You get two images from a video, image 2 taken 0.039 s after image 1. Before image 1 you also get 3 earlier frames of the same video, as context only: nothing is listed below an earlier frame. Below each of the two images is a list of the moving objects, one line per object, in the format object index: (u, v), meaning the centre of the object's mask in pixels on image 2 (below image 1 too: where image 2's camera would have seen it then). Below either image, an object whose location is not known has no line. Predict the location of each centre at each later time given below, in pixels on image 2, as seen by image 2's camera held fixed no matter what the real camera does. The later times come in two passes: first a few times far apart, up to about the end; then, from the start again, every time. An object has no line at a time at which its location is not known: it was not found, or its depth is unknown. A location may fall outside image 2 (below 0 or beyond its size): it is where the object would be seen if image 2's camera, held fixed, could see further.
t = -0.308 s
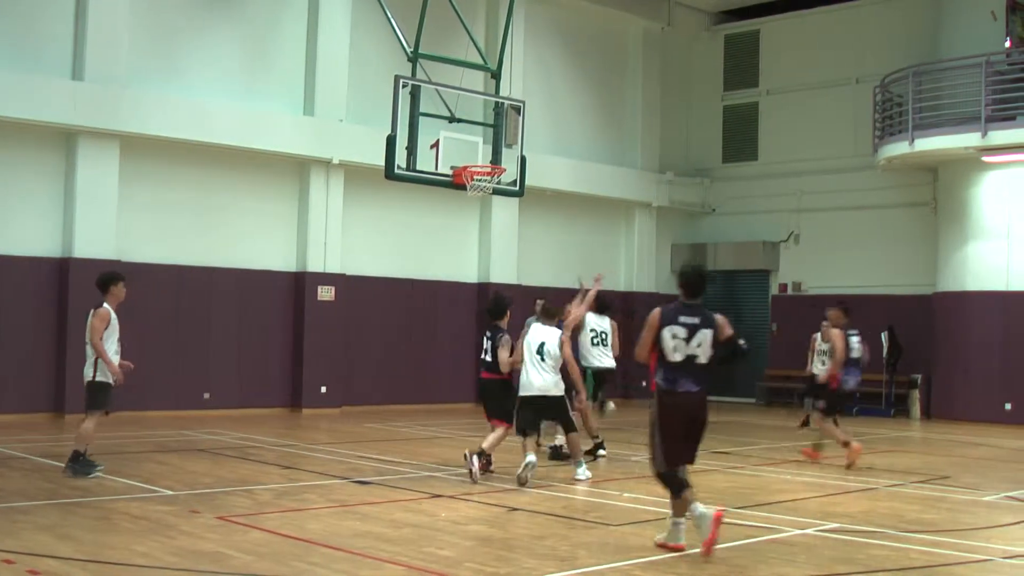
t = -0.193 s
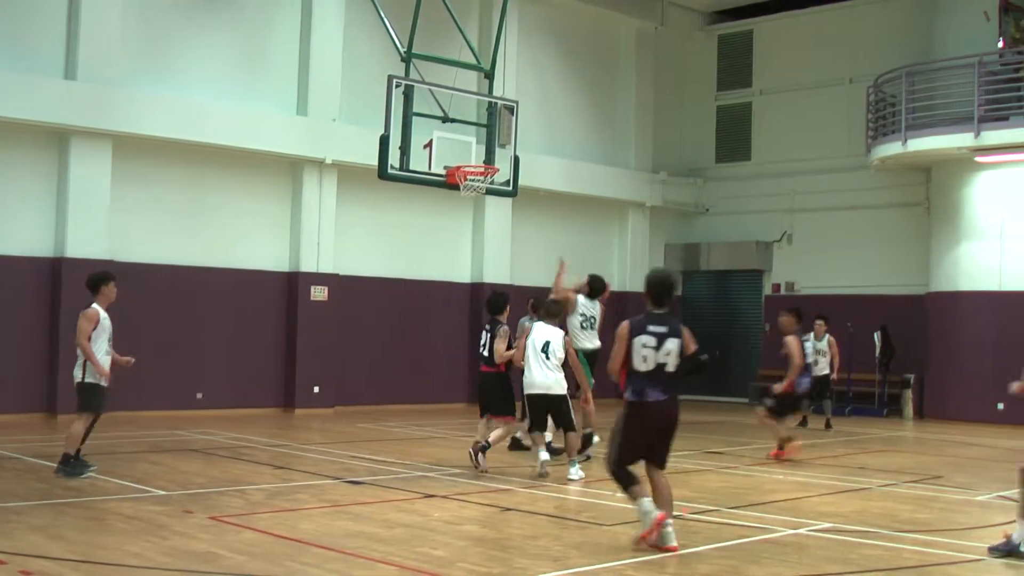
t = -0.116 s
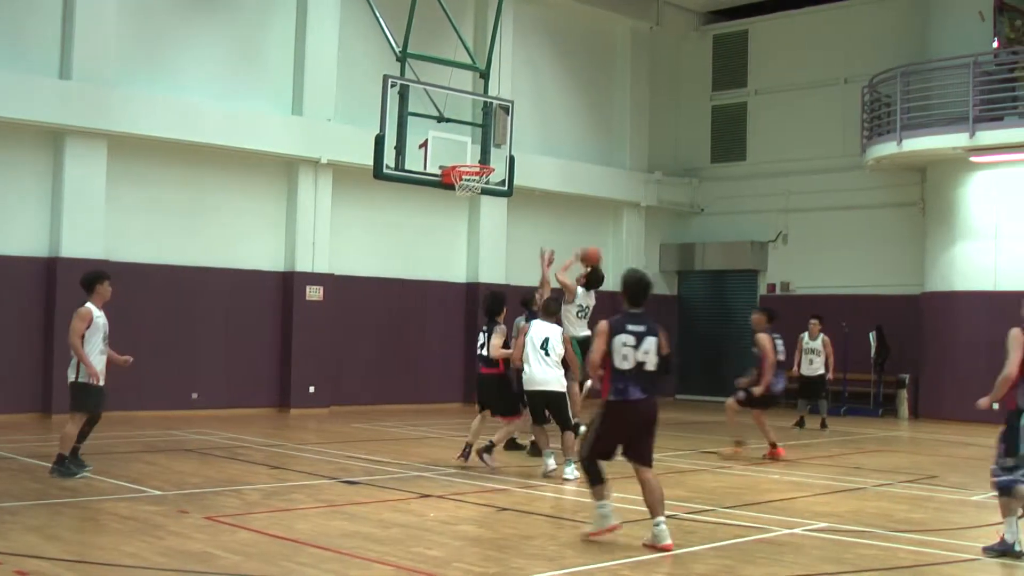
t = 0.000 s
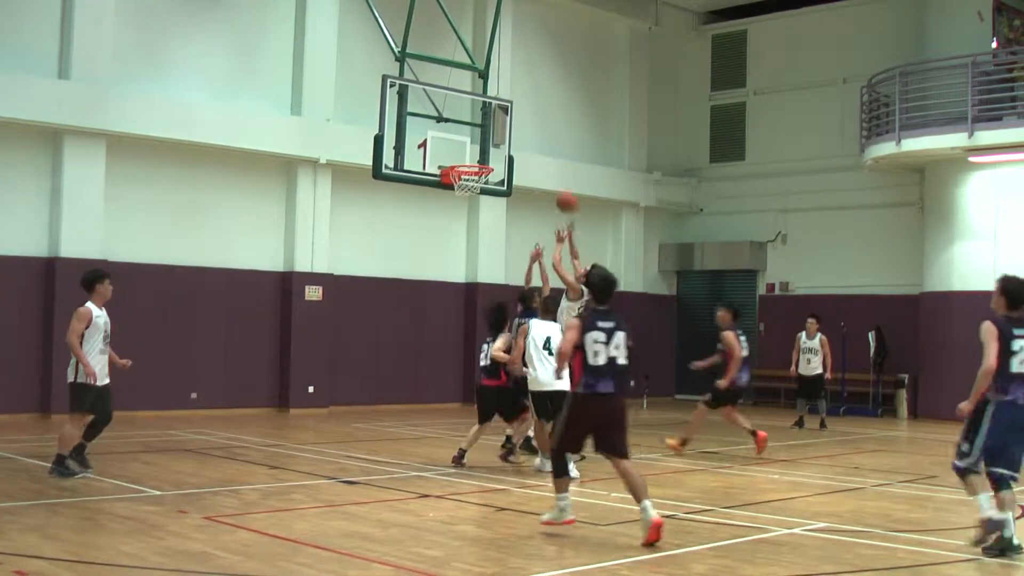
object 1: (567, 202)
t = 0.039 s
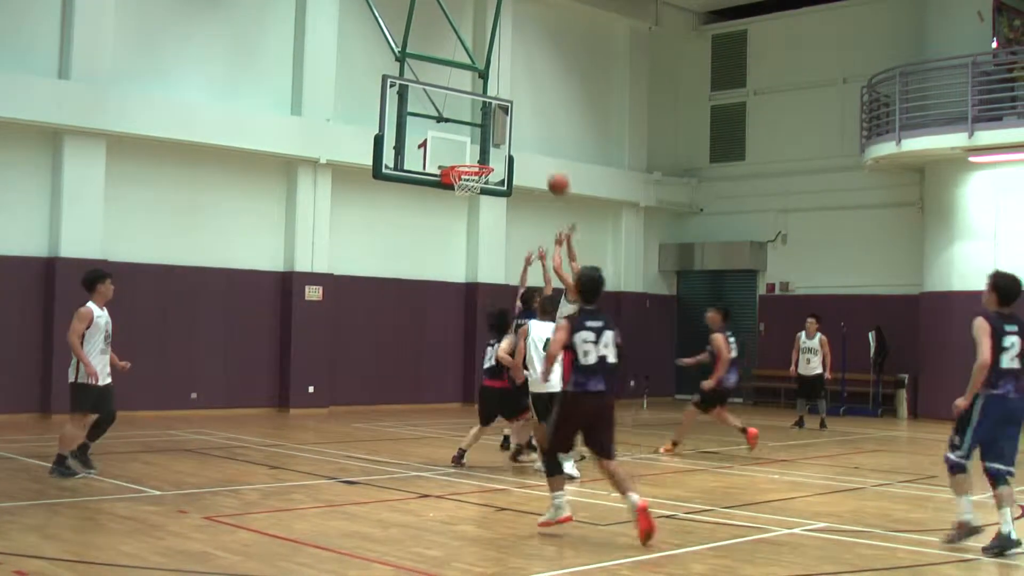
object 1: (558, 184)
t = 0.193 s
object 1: (524, 134)
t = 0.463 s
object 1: (479, 101)
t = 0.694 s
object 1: (478, 129)
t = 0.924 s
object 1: (479, 146)
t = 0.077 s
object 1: (549, 169)
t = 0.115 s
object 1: (541, 156)
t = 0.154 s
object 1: (532, 145)
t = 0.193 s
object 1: (524, 134)
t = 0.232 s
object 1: (516, 125)
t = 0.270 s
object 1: (507, 118)
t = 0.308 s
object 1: (499, 111)
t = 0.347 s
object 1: (490, 105)
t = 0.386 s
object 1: (480, 102)
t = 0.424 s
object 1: (479, 102)
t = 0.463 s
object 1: (479, 101)
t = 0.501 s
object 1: (479, 102)
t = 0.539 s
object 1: (479, 104)
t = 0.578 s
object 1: (479, 109)
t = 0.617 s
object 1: (478, 115)
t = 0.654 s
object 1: (479, 121)
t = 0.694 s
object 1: (478, 129)
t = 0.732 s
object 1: (478, 140)
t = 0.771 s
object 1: (479, 152)
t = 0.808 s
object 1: (479, 153)
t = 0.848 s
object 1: (479, 150)
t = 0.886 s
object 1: (479, 146)
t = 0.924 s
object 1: (479, 146)
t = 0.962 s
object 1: (479, 146)
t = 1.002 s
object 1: (479, 147)
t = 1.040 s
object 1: (478, 150)
